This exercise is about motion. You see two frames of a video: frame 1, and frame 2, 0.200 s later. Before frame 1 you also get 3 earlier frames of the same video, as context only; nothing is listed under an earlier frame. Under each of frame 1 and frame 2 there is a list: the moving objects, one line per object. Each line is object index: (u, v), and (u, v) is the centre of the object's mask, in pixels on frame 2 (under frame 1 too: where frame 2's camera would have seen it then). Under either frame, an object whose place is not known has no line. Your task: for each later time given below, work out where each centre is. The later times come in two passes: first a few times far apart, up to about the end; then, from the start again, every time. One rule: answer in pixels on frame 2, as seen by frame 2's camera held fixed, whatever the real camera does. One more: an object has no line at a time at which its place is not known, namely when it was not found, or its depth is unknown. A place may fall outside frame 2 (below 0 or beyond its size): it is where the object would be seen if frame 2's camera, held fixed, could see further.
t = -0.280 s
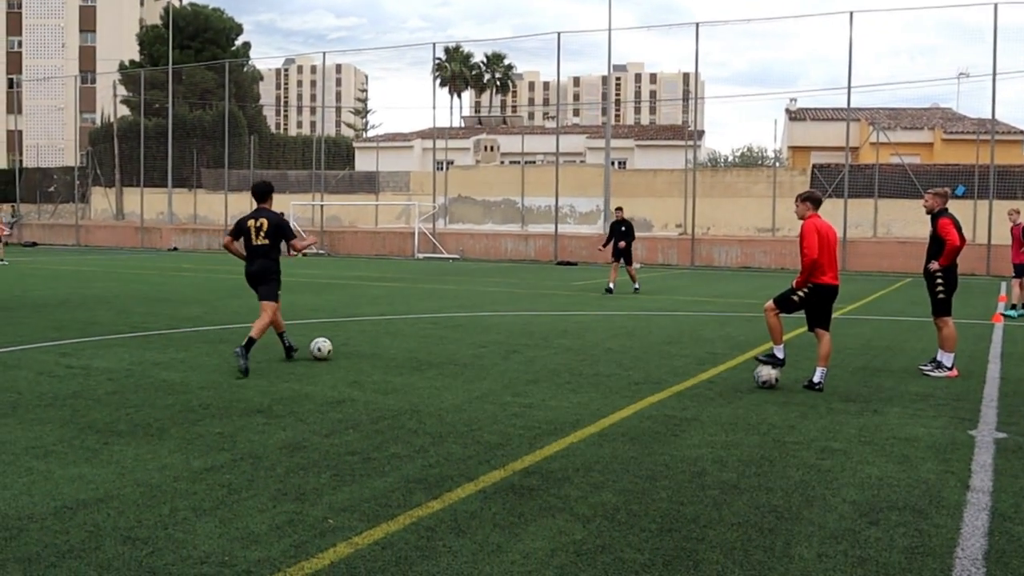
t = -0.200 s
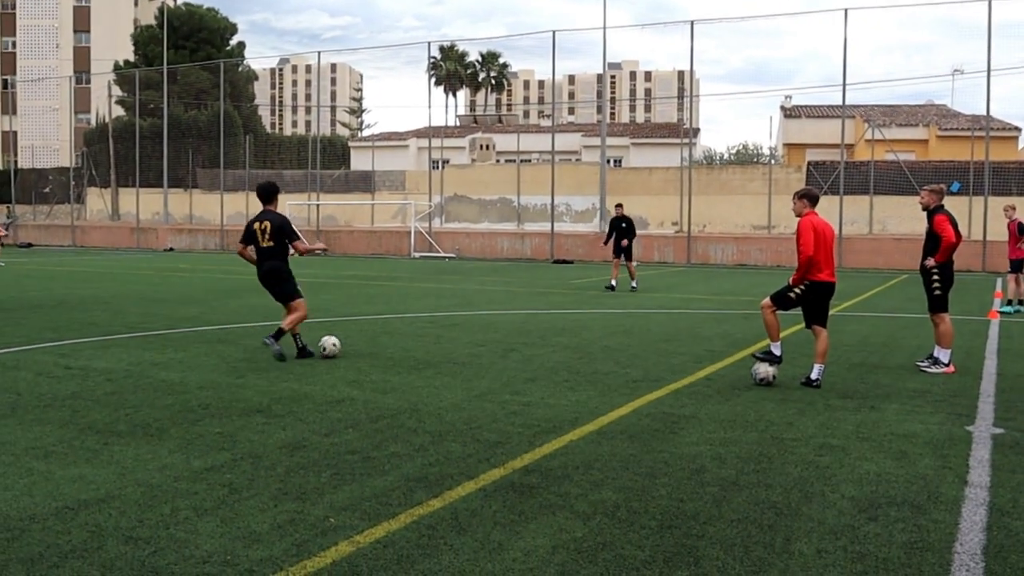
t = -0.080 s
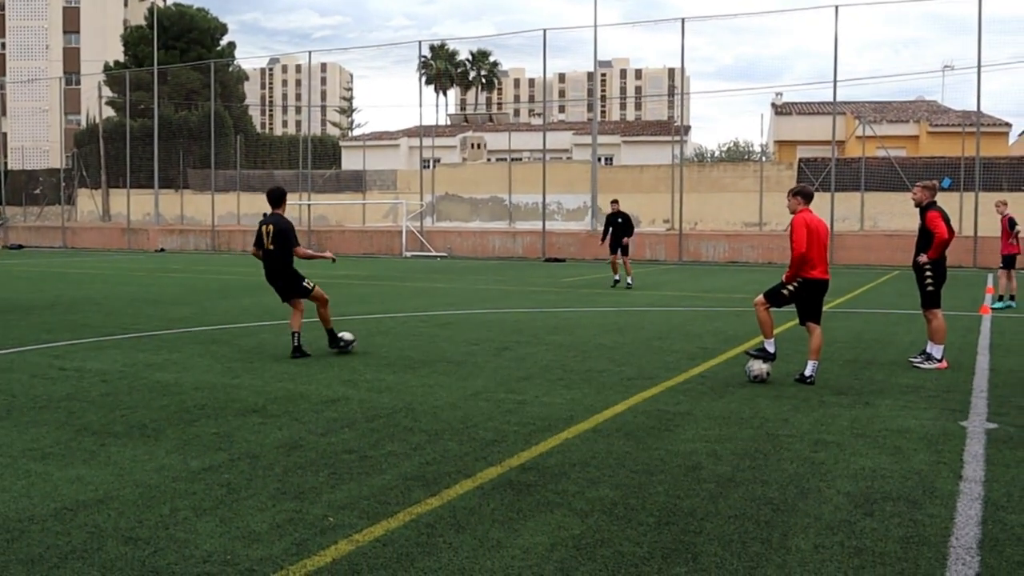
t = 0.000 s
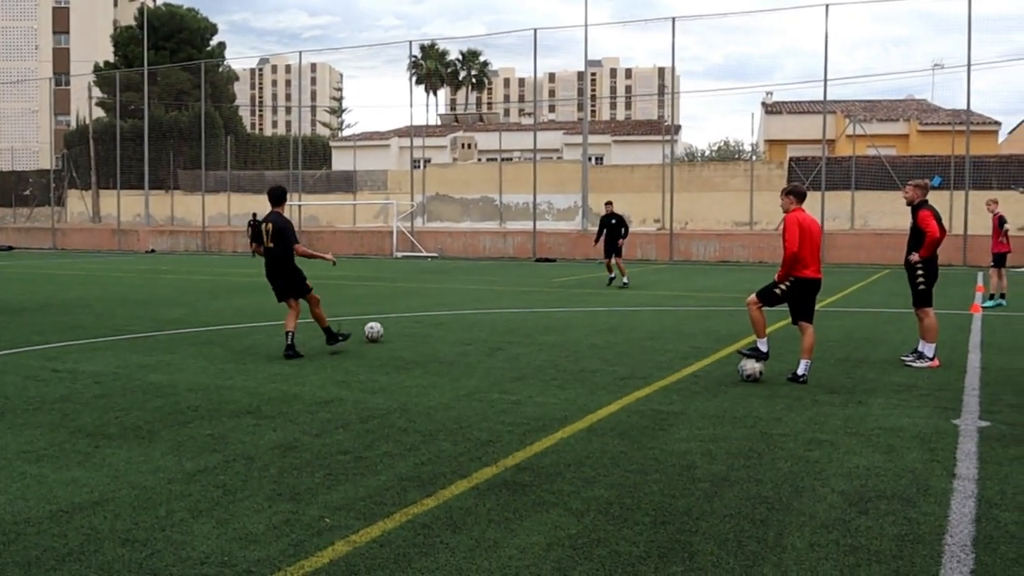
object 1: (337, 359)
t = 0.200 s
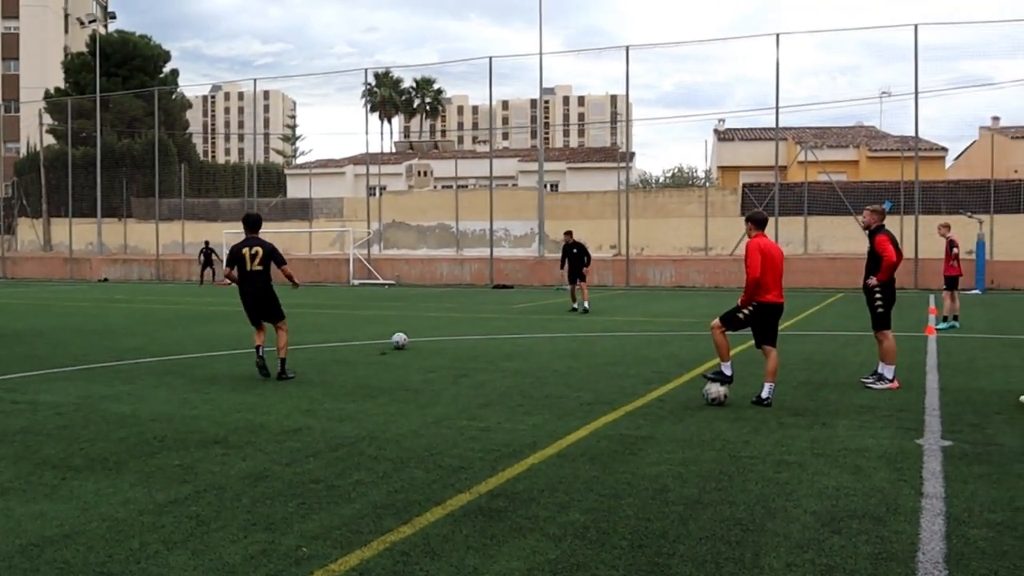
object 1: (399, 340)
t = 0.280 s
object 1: (416, 335)
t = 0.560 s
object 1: (459, 321)
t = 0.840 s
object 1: (485, 313)
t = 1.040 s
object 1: (500, 310)
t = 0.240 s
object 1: (408, 338)
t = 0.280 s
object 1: (416, 335)
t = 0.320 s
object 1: (424, 333)
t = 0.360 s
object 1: (431, 331)
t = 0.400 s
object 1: (437, 328)
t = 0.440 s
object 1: (444, 327)
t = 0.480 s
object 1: (449, 325)
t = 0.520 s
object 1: (454, 323)
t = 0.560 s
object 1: (459, 321)
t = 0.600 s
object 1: (463, 321)
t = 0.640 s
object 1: (467, 320)
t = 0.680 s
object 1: (471, 318)
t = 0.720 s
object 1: (475, 317)
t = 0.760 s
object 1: (478, 317)
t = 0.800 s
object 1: (482, 315)
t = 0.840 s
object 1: (485, 313)
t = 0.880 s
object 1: (488, 313)
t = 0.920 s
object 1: (492, 313)
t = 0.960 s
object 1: (494, 311)
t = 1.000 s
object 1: (497, 310)
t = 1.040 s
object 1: (500, 310)
